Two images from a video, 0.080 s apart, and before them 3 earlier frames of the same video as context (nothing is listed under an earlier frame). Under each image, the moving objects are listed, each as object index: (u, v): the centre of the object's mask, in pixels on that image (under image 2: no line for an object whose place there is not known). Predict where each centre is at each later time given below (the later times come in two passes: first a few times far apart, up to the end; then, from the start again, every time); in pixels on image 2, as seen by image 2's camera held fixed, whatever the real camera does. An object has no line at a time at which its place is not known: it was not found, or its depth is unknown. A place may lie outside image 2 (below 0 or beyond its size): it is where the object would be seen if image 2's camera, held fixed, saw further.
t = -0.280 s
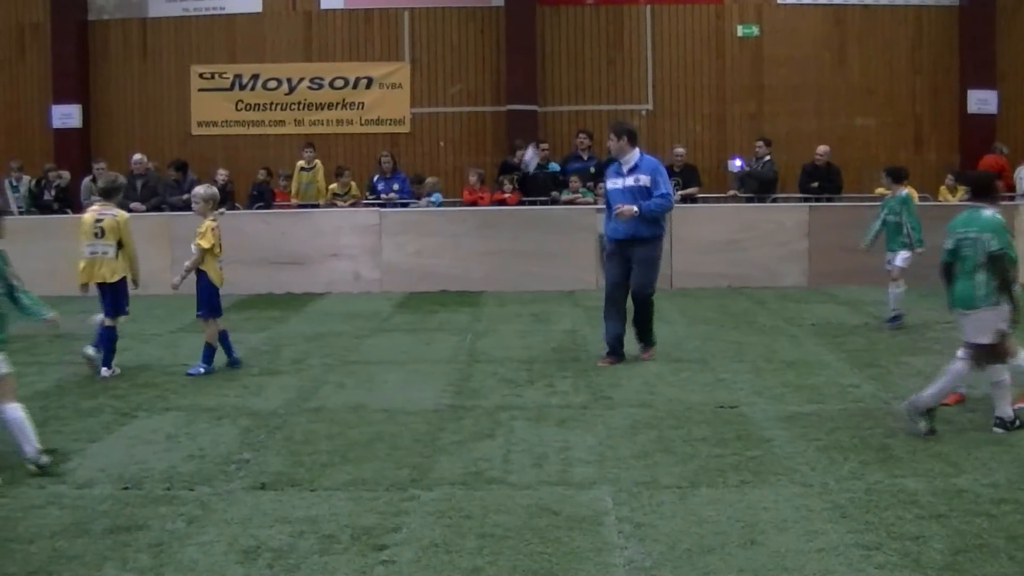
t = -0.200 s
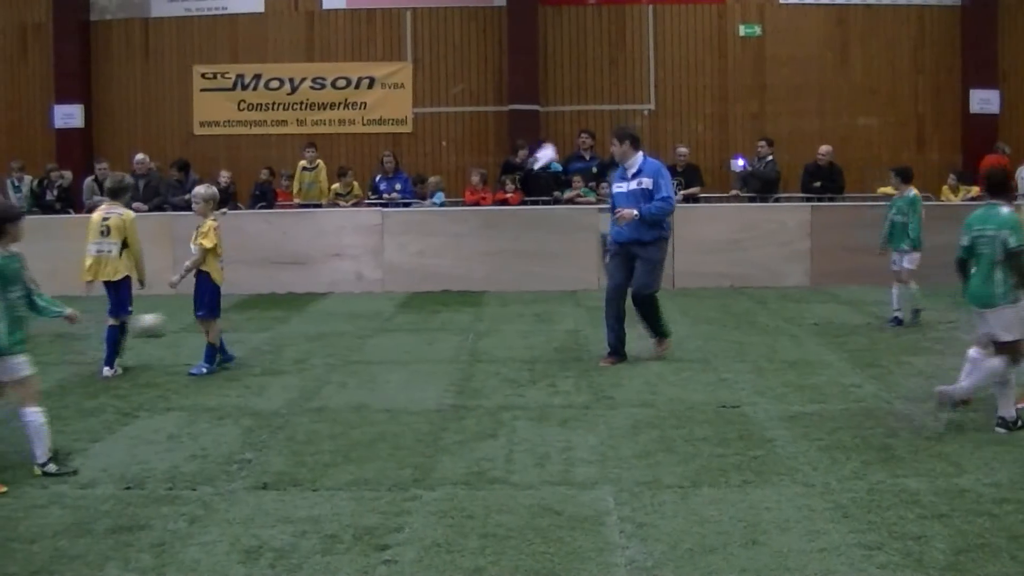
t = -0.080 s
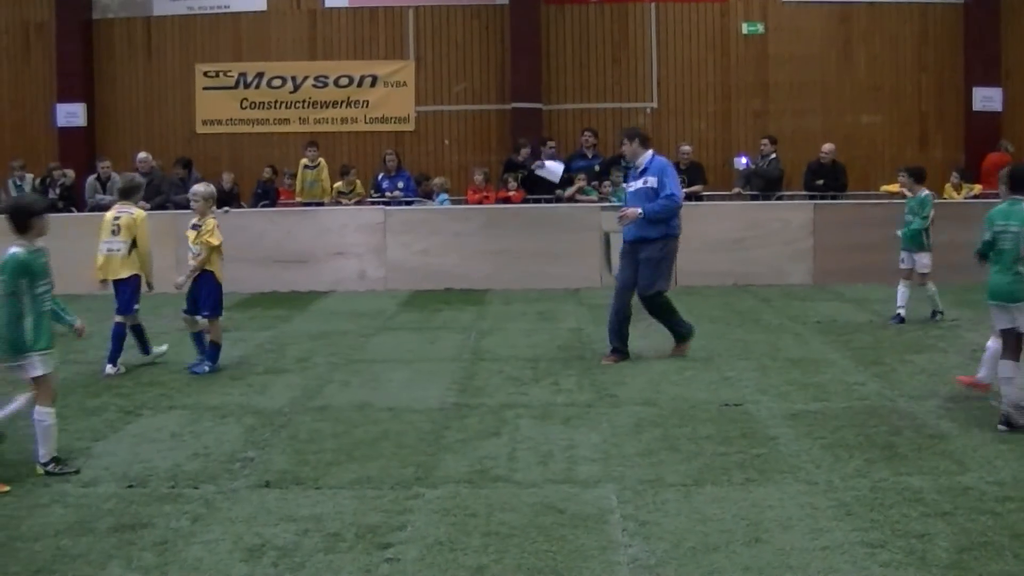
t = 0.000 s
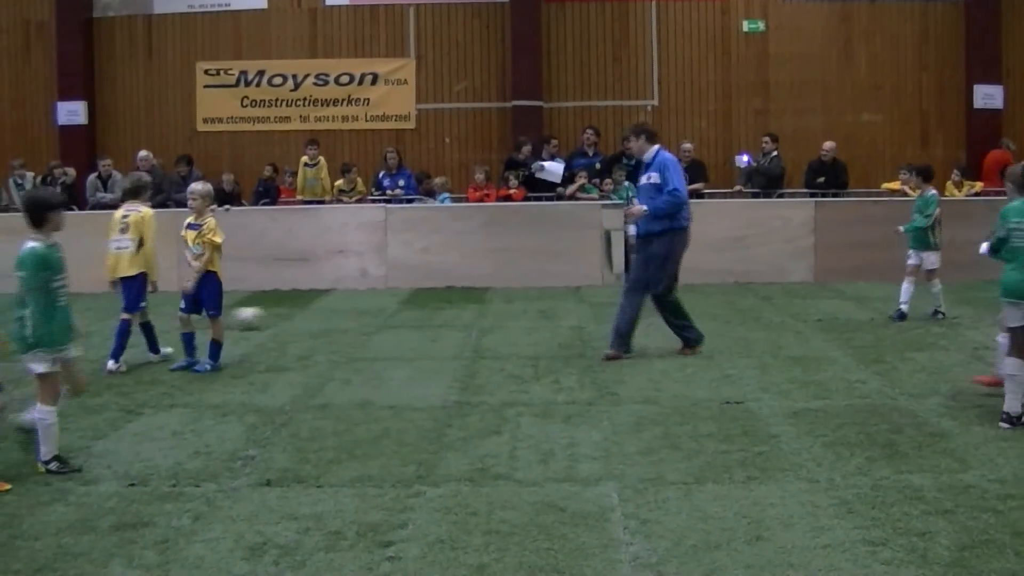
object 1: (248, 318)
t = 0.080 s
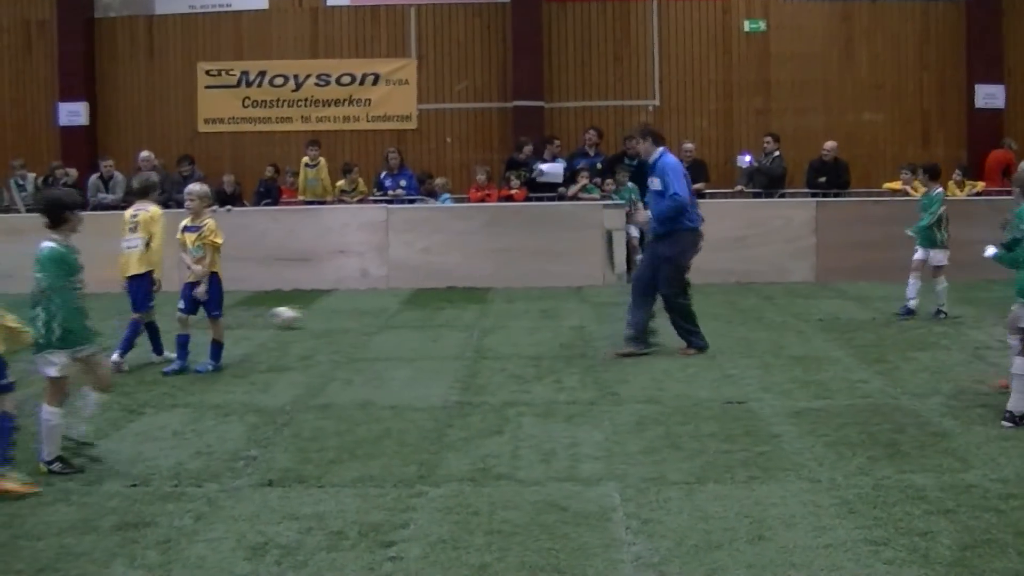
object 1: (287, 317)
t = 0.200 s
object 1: (341, 315)
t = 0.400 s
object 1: (428, 311)
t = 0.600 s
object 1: (511, 309)
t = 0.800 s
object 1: (589, 306)
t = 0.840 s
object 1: (603, 303)
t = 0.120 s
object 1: (306, 316)
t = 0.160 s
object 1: (322, 316)
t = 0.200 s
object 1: (341, 315)
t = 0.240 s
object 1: (359, 314)
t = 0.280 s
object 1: (376, 314)
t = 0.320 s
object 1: (394, 313)
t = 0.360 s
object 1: (411, 312)
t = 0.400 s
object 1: (428, 311)
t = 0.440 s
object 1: (445, 311)
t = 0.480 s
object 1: (463, 310)
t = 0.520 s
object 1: (480, 309)
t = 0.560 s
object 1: (496, 309)
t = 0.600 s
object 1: (511, 309)
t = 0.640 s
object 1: (527, 308)
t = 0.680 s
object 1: (542, 308)
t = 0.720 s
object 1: (557, 307)
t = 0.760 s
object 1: (573, 307)
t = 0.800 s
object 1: (589, 306)
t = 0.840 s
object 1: (603, 303)
